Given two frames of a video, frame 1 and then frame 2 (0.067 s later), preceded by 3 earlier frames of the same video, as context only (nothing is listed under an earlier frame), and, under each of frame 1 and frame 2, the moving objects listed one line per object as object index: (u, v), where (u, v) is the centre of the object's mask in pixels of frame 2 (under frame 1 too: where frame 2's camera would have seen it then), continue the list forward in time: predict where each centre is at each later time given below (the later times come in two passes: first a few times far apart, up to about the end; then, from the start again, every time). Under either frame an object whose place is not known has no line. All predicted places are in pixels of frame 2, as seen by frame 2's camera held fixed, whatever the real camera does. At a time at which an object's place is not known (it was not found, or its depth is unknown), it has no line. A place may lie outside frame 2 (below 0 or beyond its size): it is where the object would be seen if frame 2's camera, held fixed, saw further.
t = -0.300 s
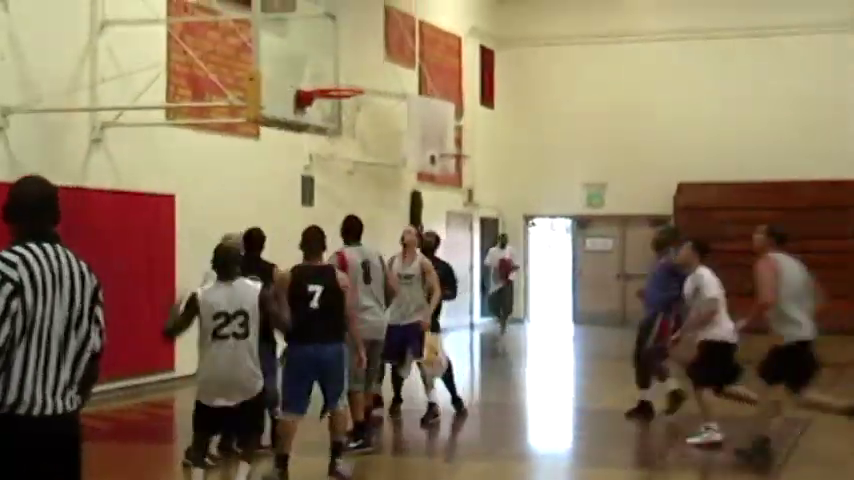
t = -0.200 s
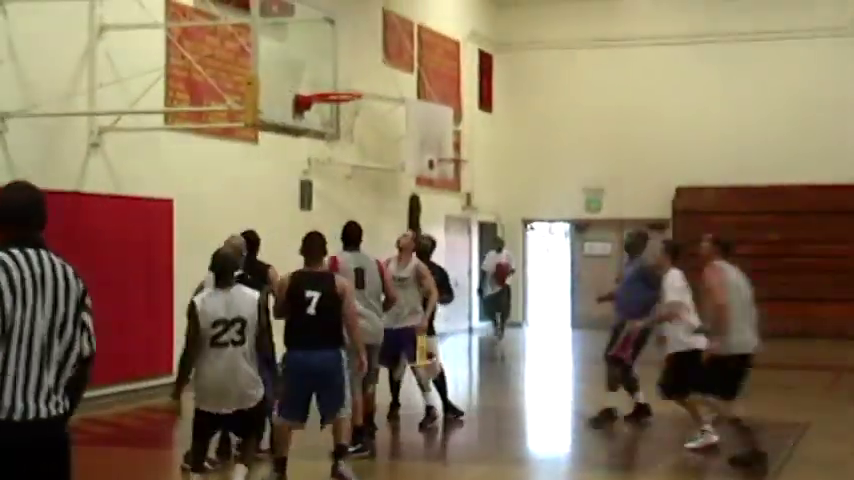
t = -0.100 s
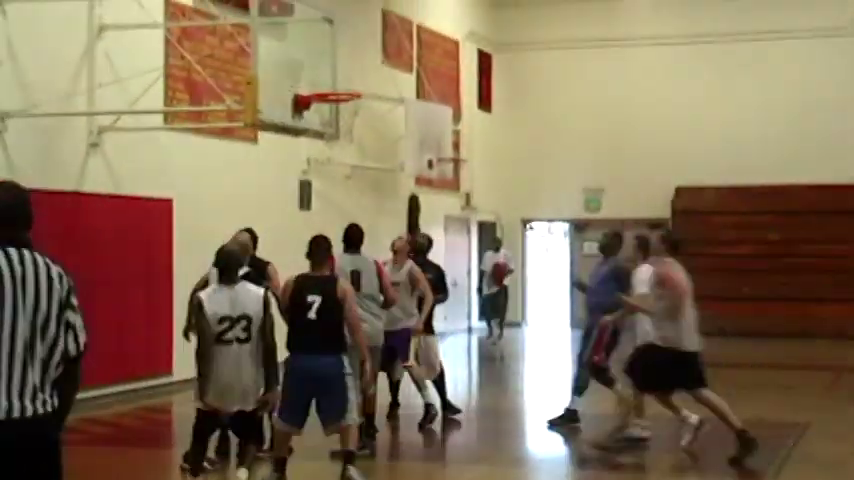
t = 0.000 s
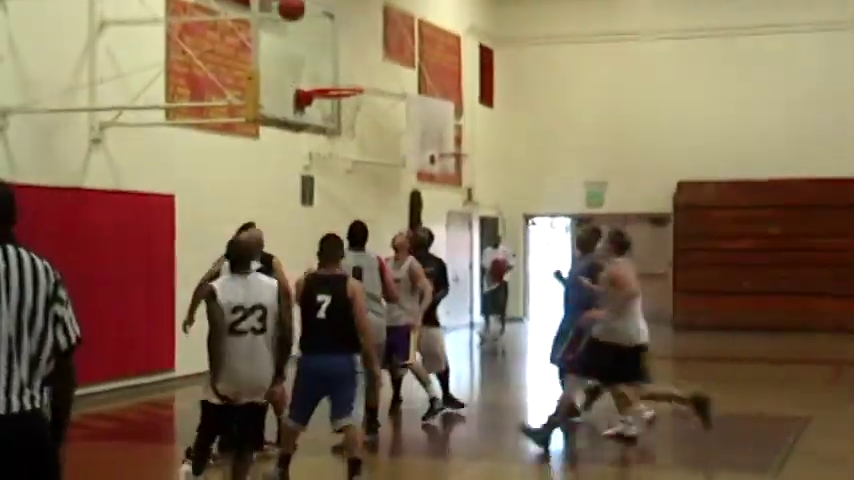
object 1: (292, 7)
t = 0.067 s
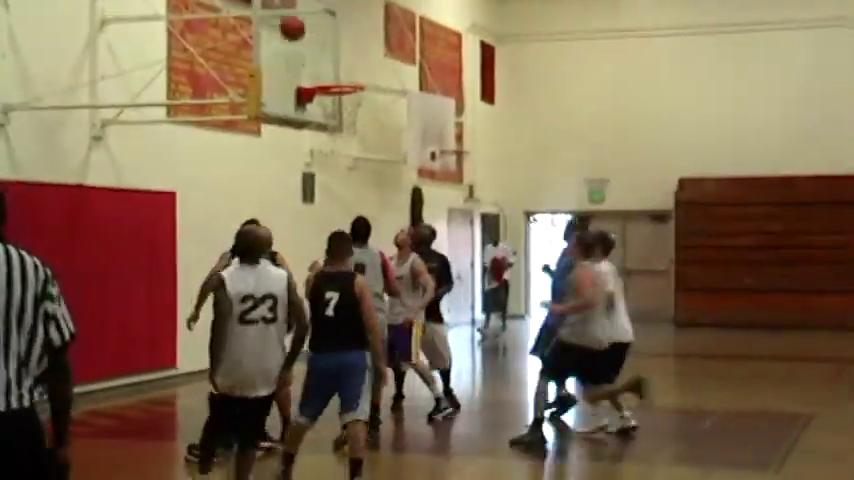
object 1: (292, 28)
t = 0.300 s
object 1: (347, 86)
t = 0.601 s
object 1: (348, 104)
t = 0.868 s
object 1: (350, 125)
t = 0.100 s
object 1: (298, 38)
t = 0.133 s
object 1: (306, 49)
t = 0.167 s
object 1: (314, 59)
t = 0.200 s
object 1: (323, 71)
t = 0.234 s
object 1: (331, 77)
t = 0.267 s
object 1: (339, 79)
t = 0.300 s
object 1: (347, 86)
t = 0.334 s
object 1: (349, 88)
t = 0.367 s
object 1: (345, 87)
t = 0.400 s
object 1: (338, 86)
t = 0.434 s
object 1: (331, 87)
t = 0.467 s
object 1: (328, 88)
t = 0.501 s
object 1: (333, 90)
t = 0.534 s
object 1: (339, 96)
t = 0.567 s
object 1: (344, 100)
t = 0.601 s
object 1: (348, 104)
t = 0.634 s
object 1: (352, 109)
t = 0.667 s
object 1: (355, 111)
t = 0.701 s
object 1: (356, 113)
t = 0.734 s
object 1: (354, 113)
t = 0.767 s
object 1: (354, 115)
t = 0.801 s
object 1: (353, 118)
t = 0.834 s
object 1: (351, 121)
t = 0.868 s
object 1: (350, 125)
